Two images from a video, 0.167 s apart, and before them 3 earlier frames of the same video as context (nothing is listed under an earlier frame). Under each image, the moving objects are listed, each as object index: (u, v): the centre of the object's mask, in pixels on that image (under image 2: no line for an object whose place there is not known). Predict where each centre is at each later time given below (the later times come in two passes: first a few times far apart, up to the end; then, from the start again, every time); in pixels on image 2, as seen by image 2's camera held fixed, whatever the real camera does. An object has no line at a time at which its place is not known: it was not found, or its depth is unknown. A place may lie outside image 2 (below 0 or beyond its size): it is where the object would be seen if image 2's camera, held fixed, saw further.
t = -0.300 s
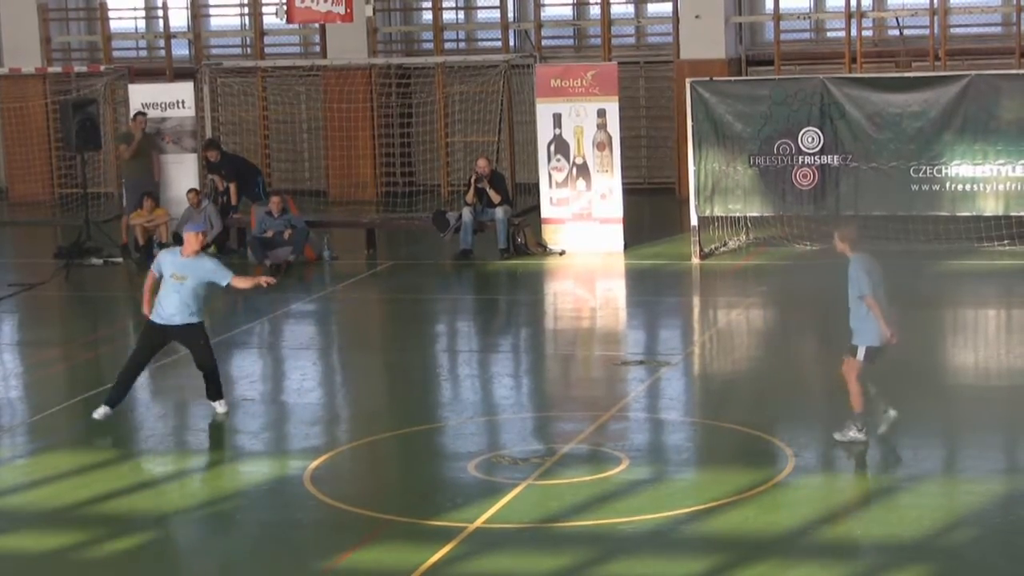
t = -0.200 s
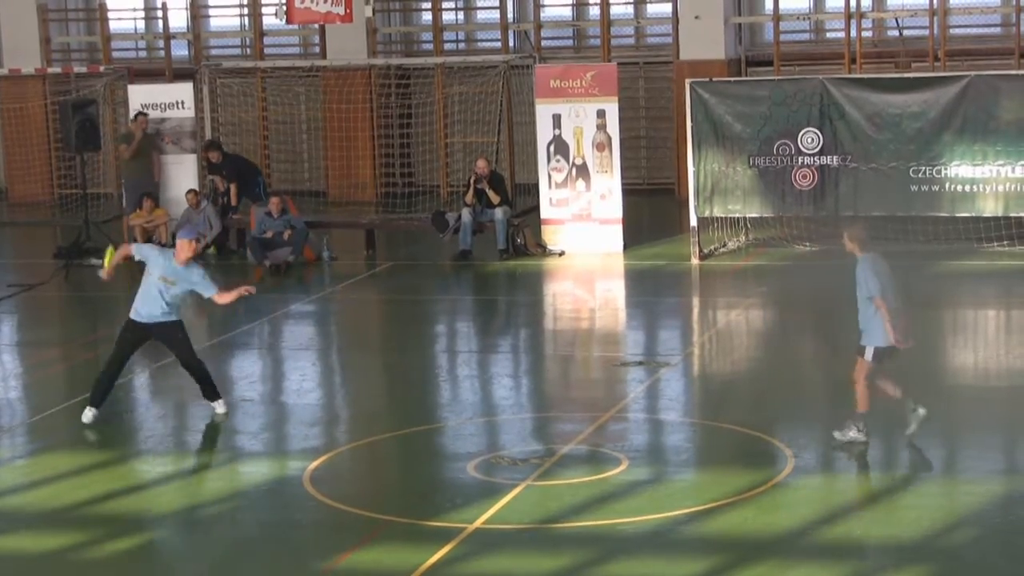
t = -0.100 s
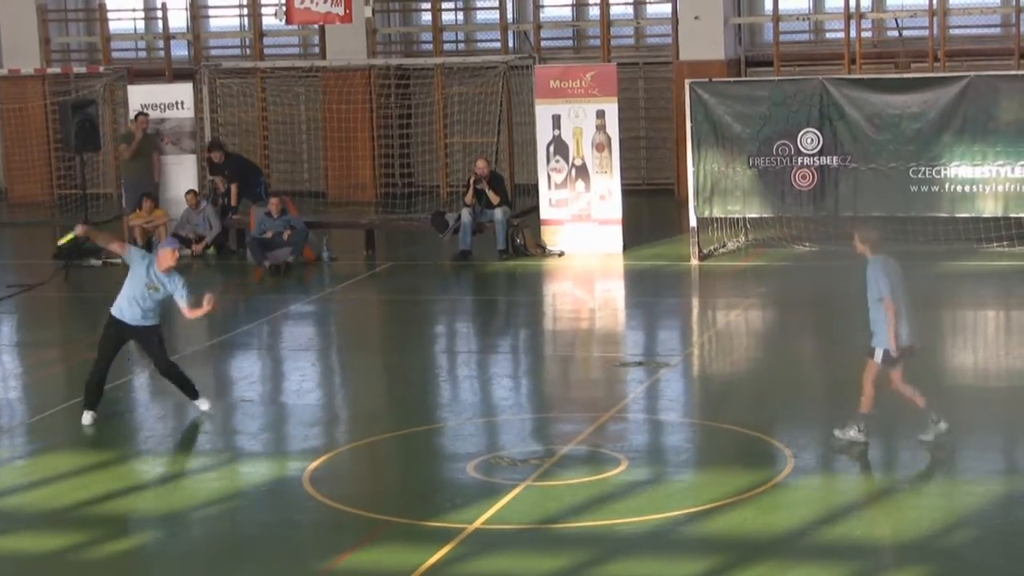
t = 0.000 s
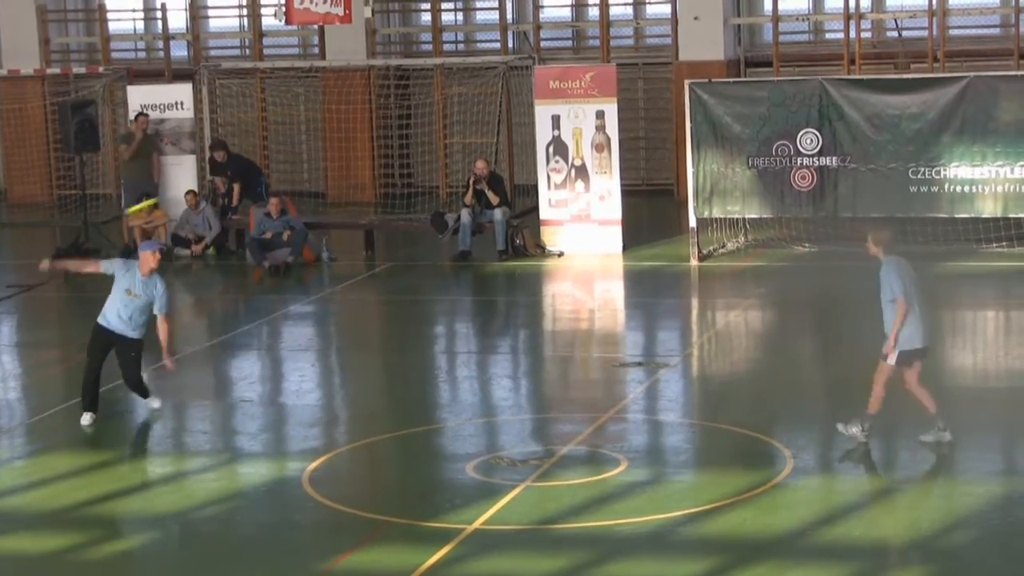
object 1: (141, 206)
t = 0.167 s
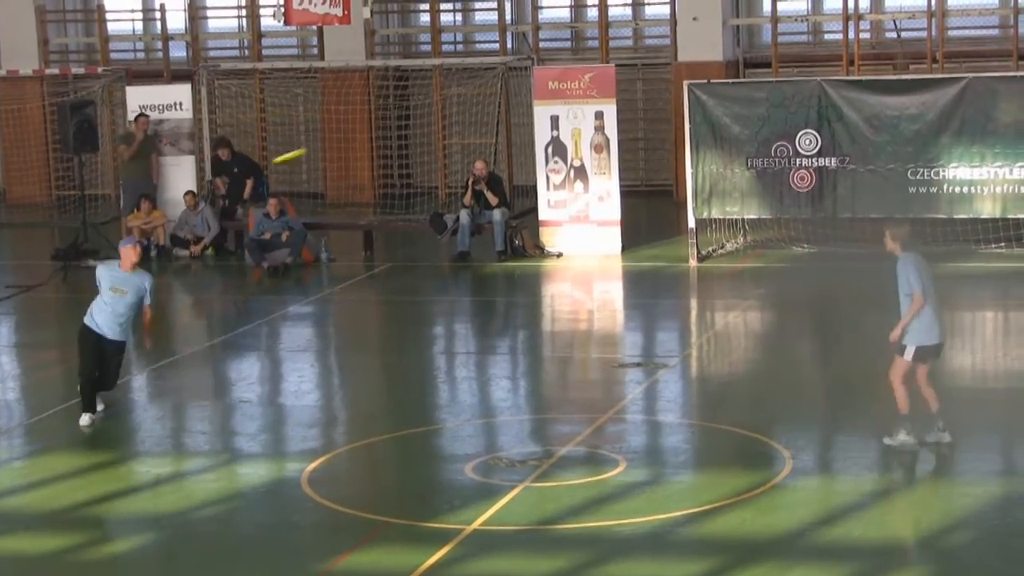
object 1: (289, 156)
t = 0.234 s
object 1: (348, 140)
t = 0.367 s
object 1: (462, 115)
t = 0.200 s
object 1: (319, 148)
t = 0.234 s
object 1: (348, 140)
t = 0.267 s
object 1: (378, 133)
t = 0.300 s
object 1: (405, 127)
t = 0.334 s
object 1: (434, 121)
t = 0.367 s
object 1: (462, 115)
